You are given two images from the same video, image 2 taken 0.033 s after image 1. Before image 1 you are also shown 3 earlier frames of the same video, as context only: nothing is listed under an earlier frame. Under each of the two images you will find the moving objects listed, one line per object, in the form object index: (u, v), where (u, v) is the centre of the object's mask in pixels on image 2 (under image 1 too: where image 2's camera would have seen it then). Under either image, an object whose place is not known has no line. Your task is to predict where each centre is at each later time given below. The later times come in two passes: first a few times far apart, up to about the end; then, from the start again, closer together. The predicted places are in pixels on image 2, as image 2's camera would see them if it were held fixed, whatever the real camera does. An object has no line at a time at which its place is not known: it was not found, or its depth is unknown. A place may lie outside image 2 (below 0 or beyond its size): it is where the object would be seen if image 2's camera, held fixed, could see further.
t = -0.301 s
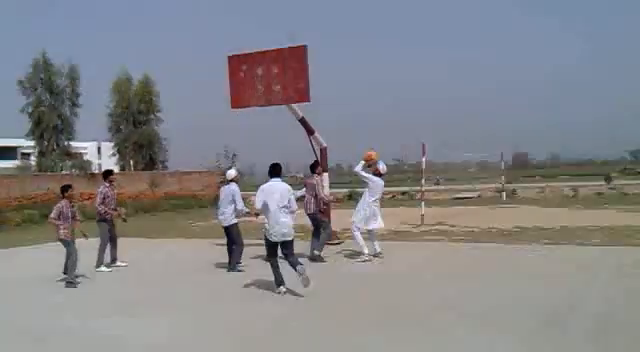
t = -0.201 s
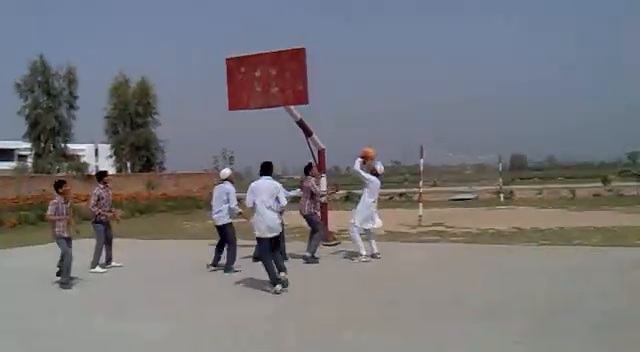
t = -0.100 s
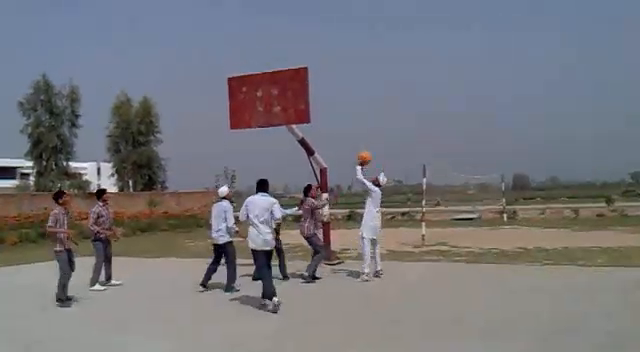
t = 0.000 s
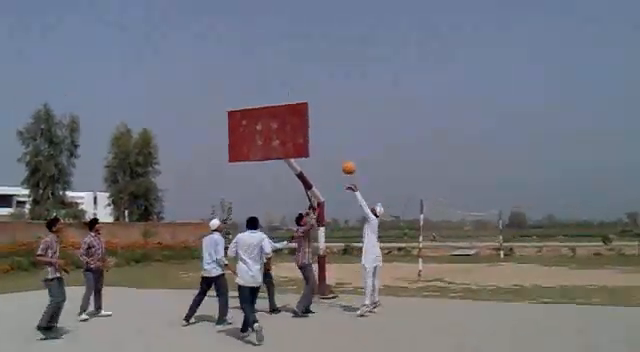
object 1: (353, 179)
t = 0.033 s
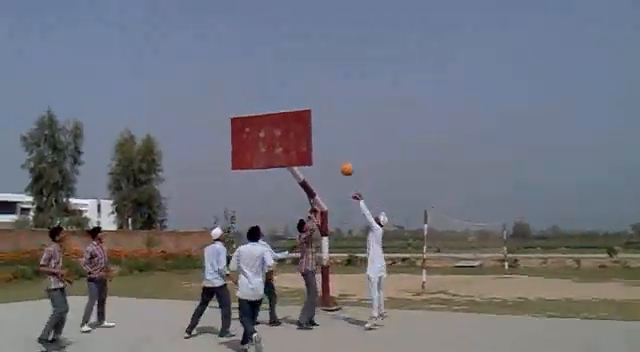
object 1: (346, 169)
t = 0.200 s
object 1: (322, 141)
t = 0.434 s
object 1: (289, 129)
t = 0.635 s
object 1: (265, 141)
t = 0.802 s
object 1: (248, 155)
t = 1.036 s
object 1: (253, 155)
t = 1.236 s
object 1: (259, 173)
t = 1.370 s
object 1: (264, 190)
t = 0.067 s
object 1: (340, 164)
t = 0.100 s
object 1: (336, 157)
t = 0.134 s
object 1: (333, 150)
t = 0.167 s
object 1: (327, 146)
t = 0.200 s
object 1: (322, 141)
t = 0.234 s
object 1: (318, 136)
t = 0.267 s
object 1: (312, 135)
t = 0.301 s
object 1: (308, 133)
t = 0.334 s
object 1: (303, 130)
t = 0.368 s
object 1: (299, 129)
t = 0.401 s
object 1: (294, 129)
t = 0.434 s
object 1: (289, 129)
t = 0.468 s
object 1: (284, 125)
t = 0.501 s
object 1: (280, 129)
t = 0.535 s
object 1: (278, 132)
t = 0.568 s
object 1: (273, 133)
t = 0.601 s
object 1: (268, 137)
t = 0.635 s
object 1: (265, 141)
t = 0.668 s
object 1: (262, 144)
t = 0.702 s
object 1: (257, 148)
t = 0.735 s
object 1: (252, 153)
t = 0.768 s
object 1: (247, 160)
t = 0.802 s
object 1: (248, 155)
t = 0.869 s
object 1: (249, 154)
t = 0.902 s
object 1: (251, 152)
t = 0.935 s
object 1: (252, 152)
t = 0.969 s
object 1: (252, 152)
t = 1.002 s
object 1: (252, 153)
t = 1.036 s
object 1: (253, 155)
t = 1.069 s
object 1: (254, 157)
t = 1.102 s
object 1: (254, 160)
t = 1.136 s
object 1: (255, 164)
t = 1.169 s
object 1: (257, 167)
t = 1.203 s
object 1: (257, 169)
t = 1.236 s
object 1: (259, 173)
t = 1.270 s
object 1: (260, 178)
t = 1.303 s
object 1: (261, 181)
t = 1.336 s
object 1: (263, 185)
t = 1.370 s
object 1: (264, 190)
